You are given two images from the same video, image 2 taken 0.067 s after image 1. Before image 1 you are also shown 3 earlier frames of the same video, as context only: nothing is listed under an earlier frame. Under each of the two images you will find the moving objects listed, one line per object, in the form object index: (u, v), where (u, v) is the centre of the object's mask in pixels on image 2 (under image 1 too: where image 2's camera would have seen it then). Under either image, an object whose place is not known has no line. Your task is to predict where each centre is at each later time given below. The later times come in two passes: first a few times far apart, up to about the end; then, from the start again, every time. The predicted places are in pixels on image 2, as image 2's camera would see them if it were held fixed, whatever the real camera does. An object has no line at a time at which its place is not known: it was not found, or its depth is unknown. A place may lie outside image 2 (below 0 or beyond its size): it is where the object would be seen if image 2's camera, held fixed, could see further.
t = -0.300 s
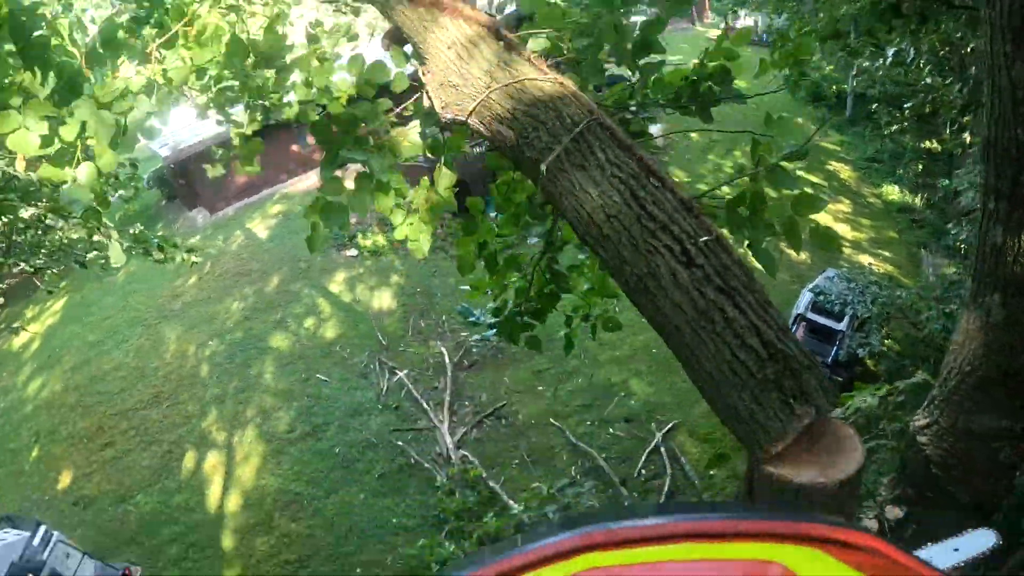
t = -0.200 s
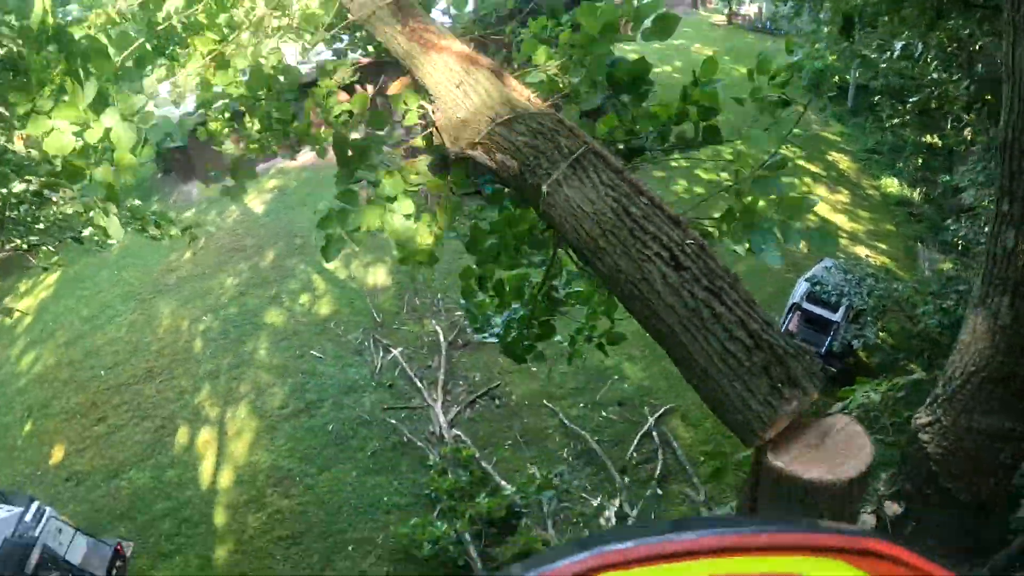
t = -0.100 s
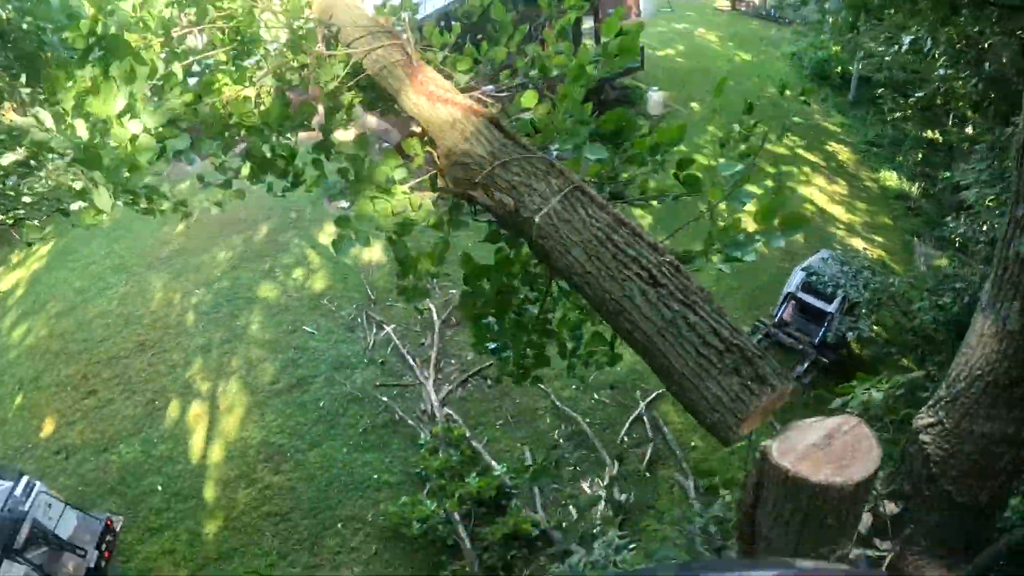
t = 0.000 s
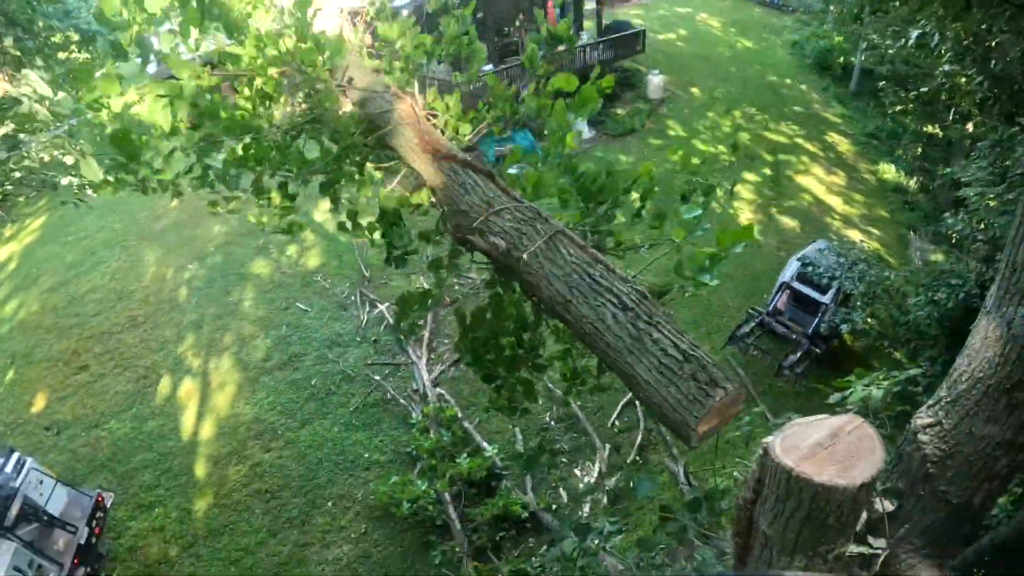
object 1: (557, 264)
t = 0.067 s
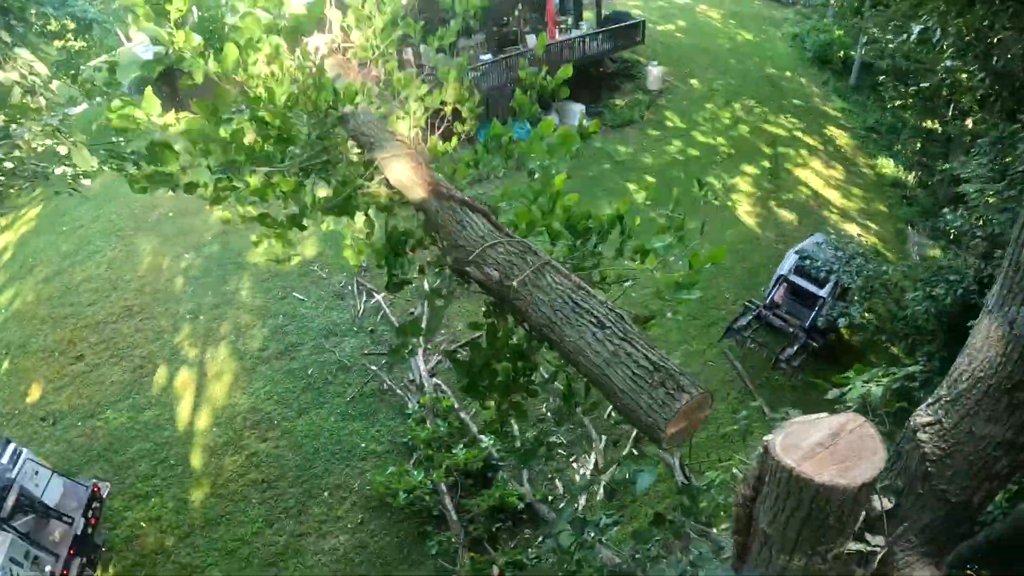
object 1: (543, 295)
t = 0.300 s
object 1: (490, 365)
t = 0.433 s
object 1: (460, 394)
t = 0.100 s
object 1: (538, 301)
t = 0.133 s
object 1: (527, 312)
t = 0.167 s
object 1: (525, 330)
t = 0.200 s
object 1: (515, 339)
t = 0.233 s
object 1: (505, 348)
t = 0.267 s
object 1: (498, 357)
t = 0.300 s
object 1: (490, 365)
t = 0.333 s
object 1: (486, 374)
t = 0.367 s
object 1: (468, 374)
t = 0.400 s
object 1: (459, 382)
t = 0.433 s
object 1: (460, 394)
